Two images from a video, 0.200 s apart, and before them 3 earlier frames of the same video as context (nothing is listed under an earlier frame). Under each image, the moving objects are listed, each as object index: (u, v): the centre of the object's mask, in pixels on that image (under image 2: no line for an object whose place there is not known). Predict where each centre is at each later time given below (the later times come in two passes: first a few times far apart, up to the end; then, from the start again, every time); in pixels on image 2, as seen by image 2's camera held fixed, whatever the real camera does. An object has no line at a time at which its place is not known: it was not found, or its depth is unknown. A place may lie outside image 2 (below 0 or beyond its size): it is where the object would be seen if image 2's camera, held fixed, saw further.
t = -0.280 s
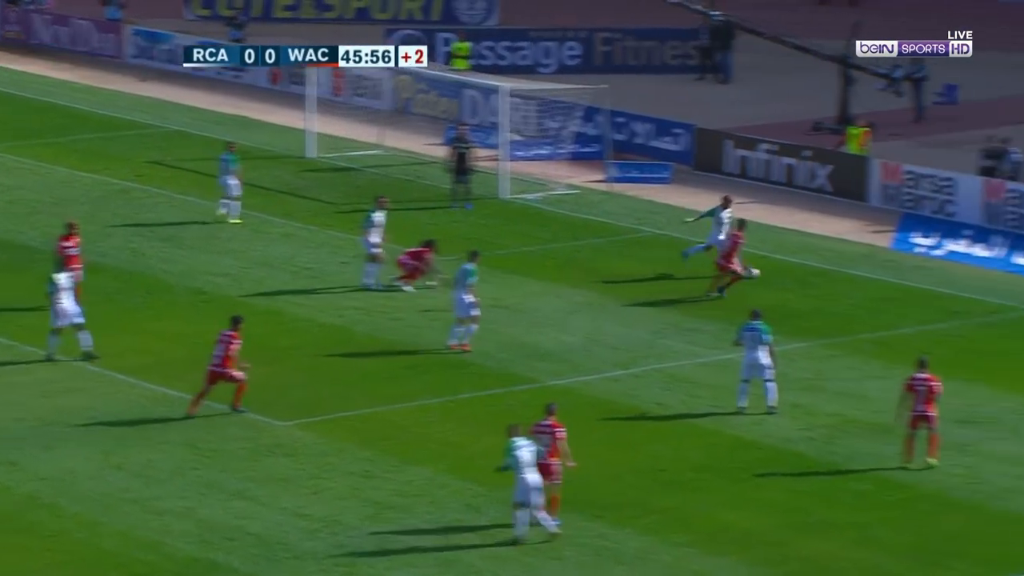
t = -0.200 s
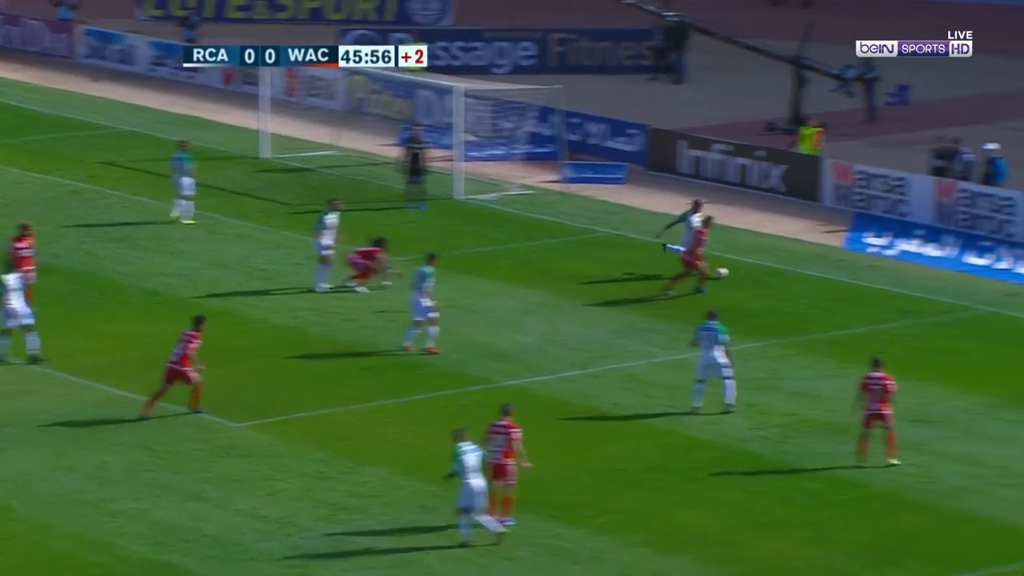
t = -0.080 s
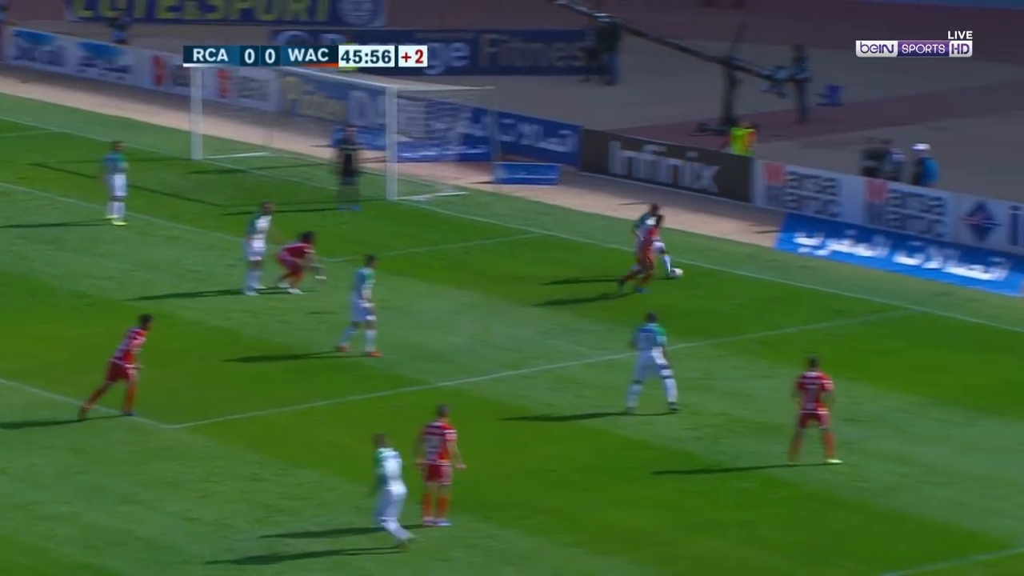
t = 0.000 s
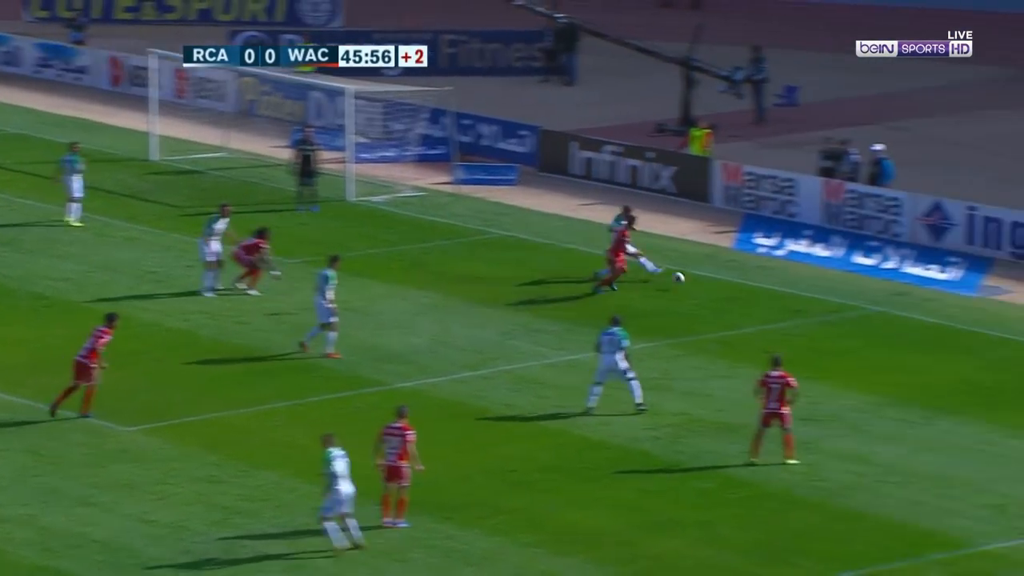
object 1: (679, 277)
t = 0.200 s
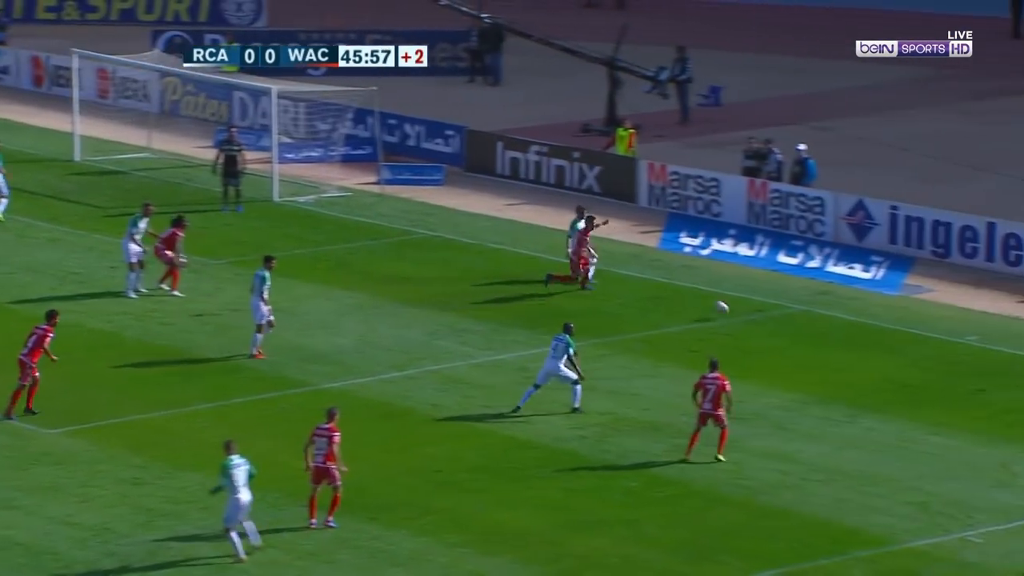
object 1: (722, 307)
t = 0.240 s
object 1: (744, 316)
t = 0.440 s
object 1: (846, 346)
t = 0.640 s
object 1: (937, 374)
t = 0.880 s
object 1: (1034, 407)
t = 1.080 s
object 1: (1107, 432)
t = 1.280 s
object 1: (1180, 456)
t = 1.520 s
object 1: (1270, 486)
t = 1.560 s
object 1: (1286, 492)
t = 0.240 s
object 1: (744, 316)
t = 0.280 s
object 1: (767, 326)
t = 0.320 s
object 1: (786, 332)
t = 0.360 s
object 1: (806, 335)
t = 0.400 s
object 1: (826, 340)
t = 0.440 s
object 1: (846, 346)
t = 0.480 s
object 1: (866, 353)
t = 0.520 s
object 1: (885, 361)
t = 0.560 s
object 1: (903, 367)
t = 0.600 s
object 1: (920, 370)
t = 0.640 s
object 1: (937, 374)
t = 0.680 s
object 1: (954, 379)
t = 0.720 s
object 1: (971, 385)
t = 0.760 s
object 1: (987, 392)
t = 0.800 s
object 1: (1005, 400)
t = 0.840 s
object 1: (1019, 404)
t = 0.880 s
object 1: (1034, 407)
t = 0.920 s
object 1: (1049, 411)
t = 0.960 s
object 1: (1063, 416)
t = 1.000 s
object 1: (1078, 423)
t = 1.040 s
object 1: (1092, 429)
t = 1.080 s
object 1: (1107, 432)
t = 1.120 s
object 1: (1121, 436)
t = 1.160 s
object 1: (1136, 442)
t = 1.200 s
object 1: (1151, 448)
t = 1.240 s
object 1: (1166, 452)
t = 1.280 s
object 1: (1180, 456)
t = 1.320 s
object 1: (1196, 461)
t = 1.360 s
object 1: (1210, 466)
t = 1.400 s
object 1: (1225, 471)
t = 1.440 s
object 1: (1241, 475)
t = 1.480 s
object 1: (1256, 481)
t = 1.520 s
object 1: (1270, 486)
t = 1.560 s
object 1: (1286, 492)
